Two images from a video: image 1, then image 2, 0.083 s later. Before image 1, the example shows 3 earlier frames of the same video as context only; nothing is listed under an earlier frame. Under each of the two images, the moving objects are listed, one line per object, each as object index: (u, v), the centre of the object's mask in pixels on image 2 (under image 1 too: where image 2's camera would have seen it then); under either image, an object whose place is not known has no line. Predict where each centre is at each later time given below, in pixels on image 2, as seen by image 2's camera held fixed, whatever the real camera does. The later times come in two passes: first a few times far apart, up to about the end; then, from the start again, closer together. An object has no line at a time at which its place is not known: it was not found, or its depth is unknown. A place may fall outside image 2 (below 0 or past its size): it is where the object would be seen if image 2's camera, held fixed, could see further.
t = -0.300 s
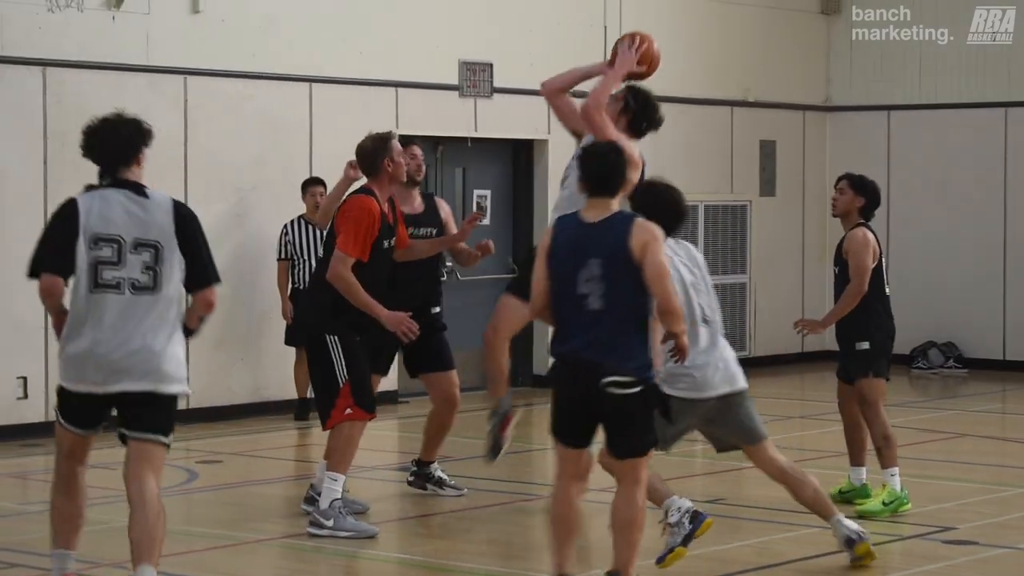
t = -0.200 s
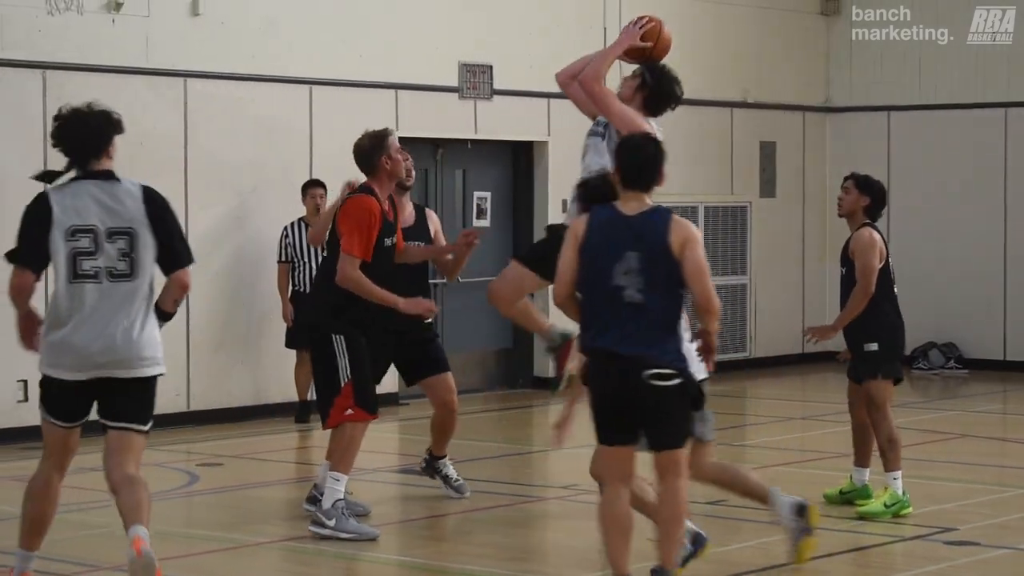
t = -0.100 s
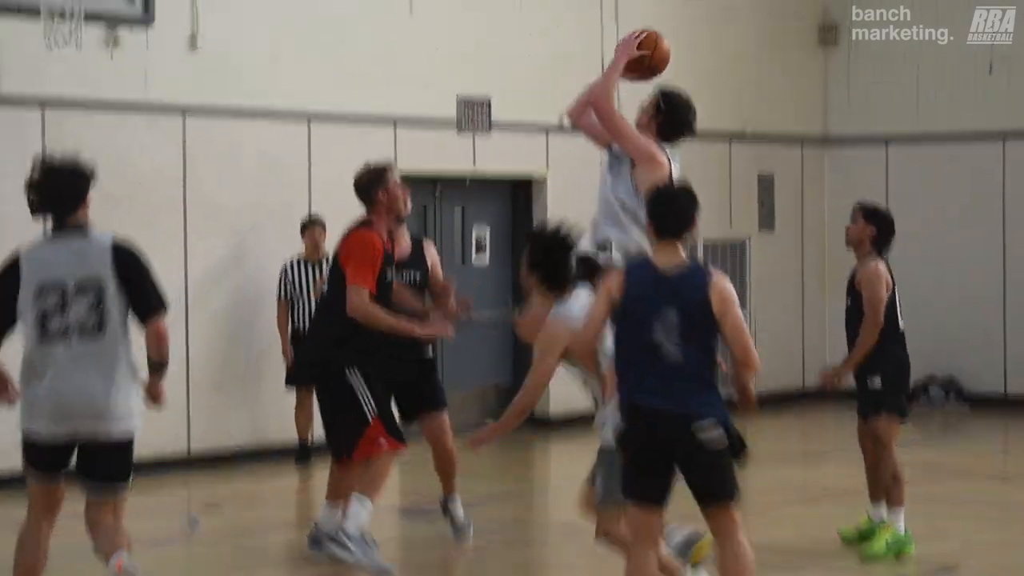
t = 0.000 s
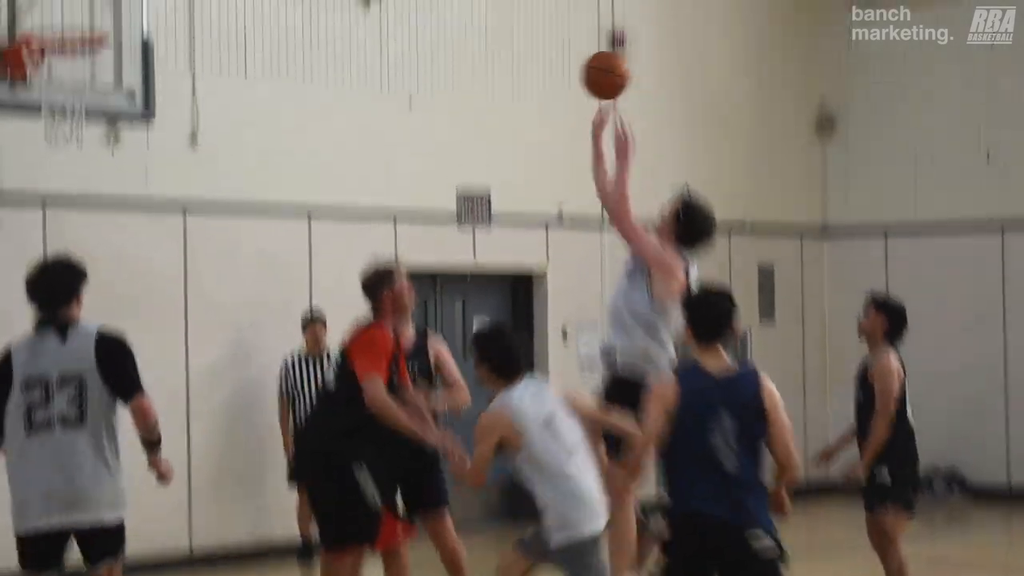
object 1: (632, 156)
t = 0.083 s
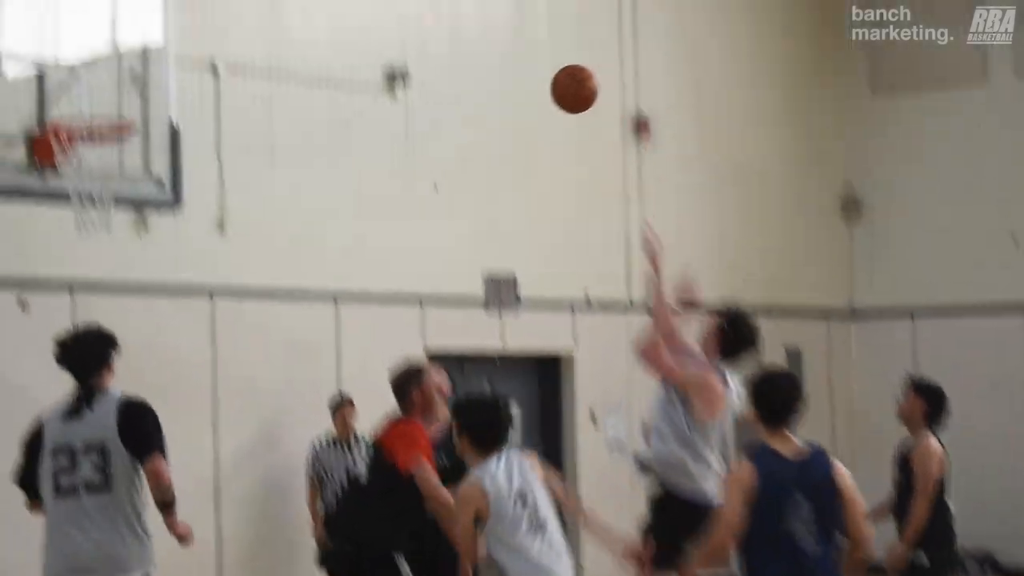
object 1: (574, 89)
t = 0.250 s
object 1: (467, -4)
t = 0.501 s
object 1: (314, -40)
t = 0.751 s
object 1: (173, 40)
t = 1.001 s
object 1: (54, 189)
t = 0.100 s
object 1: (563, 77)
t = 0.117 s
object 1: (552, 66)
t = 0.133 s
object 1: (541, 55)
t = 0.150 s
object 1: (531, 45)
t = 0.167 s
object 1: (520, 36)
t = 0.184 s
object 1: (510, 27)
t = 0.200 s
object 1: (499, 18)
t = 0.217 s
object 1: (488, 10)
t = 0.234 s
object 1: (478, 3)
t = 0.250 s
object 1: (467, -4)
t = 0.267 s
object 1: (457, -10)
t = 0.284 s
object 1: (446, -16)
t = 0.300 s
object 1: (436, -20)
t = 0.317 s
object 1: (426, -25)
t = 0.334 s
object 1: (415, -29)
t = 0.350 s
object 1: (405, -33)
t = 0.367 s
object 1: (395, -36)
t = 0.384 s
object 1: (384, -38)
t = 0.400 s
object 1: (374, -40)
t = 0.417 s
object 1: (364, -41)
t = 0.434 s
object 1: (354, -42)
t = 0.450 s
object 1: (344, -43)
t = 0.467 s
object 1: (334, -42)
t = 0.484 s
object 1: (324, -41)
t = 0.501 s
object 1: (314, -40)
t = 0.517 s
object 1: (304, -38)
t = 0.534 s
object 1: (295, -36)
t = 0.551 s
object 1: (285, -33)
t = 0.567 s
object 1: (275, -30)
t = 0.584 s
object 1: (266, -26)
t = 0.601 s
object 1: (256, -22)
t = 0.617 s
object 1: (247, -17)
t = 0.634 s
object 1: (237, -11)
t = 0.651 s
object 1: (228, -5)
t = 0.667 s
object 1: (218, 2)
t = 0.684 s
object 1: (209, 8)
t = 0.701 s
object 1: (200, 15)
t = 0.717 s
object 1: (191, 22)
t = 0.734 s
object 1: (182, 31)
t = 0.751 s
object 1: (173, 40)
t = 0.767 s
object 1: (164, 49)
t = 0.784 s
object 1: (154, 59)
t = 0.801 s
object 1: (145, 68)
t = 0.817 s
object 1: (136, 79)
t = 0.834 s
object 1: (128, 89)
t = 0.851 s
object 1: (119, 101)
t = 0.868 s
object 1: (110, 110)
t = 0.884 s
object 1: (101, 125)
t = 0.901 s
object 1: (91, 139)
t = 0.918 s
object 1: (83, 151)
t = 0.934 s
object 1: (71, 161)
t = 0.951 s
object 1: (66, 175)
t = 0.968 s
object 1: (59, 182)
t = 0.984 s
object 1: (57, 187)
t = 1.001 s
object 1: (54, 189)
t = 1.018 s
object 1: (50, 192)
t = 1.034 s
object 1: (50, 199)
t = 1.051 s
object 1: (50, 204)
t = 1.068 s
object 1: (51, 212)
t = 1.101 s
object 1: (52, 227)
